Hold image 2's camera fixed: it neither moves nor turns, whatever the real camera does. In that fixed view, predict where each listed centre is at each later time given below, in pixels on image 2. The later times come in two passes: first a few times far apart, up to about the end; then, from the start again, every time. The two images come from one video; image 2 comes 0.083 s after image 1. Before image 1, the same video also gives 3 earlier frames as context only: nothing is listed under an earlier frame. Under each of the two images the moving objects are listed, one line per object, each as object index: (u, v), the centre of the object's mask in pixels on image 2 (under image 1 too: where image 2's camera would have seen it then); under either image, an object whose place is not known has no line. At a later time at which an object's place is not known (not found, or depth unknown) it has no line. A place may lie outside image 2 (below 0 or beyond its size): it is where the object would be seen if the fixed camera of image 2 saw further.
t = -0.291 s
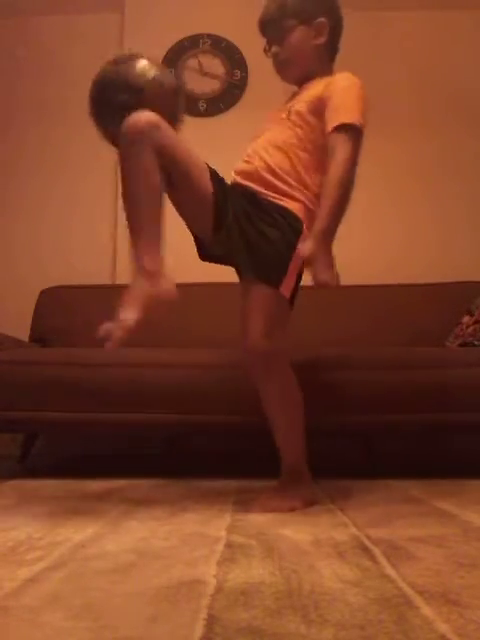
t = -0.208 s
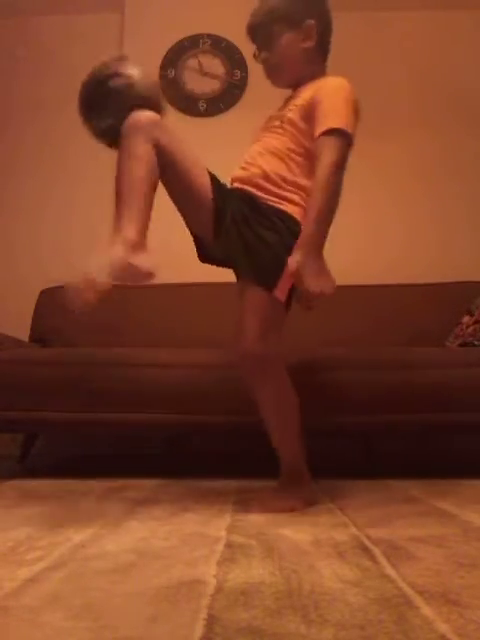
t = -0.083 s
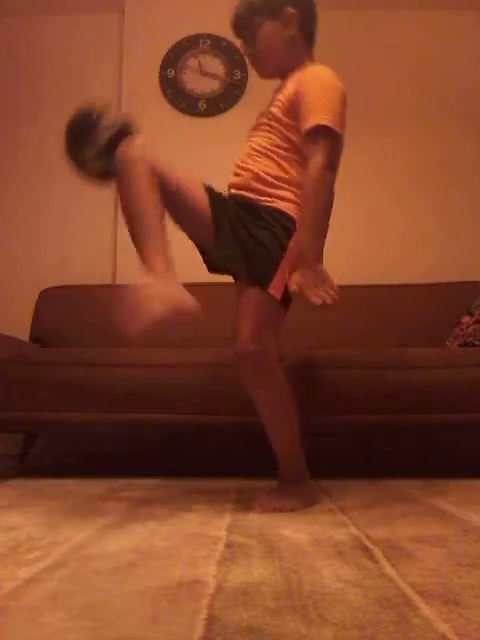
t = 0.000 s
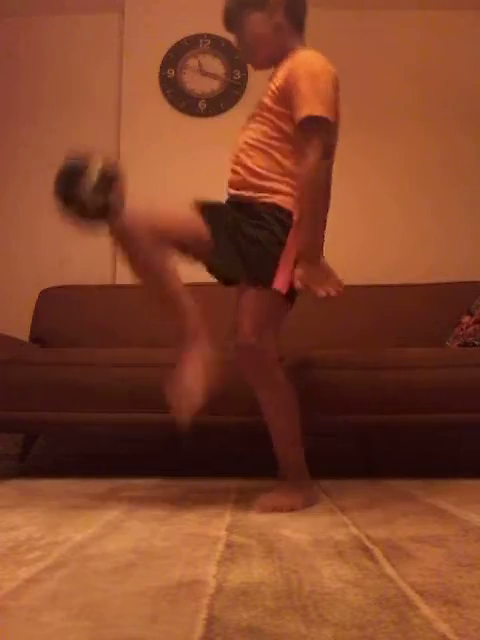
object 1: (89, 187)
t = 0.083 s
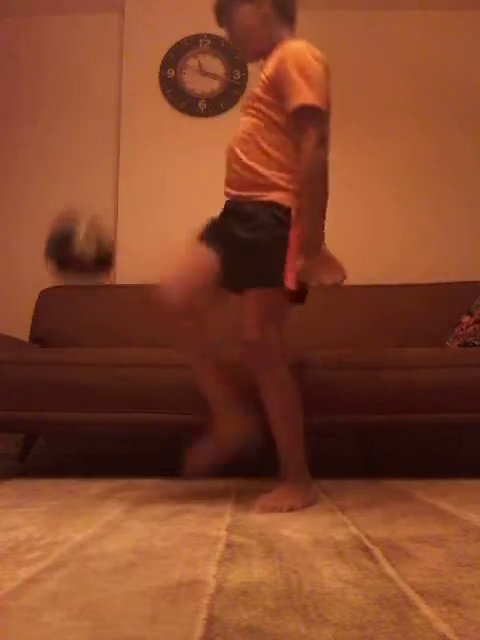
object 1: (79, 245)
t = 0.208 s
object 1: (69, 308)
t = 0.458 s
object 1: (68, 297)
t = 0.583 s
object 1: (64, 333)
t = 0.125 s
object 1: (75, 279)
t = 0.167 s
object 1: (68, 319)
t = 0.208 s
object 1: (69, 308)
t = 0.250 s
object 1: (69, 294)
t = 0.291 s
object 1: (69, 287)
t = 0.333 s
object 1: (69, 283)
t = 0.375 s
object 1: (69, 283)
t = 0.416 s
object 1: (69, 288)
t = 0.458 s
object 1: (68, 297)
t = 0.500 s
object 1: (64, 317)
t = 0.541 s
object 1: (65, 326)
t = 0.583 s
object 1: (64, 333)
